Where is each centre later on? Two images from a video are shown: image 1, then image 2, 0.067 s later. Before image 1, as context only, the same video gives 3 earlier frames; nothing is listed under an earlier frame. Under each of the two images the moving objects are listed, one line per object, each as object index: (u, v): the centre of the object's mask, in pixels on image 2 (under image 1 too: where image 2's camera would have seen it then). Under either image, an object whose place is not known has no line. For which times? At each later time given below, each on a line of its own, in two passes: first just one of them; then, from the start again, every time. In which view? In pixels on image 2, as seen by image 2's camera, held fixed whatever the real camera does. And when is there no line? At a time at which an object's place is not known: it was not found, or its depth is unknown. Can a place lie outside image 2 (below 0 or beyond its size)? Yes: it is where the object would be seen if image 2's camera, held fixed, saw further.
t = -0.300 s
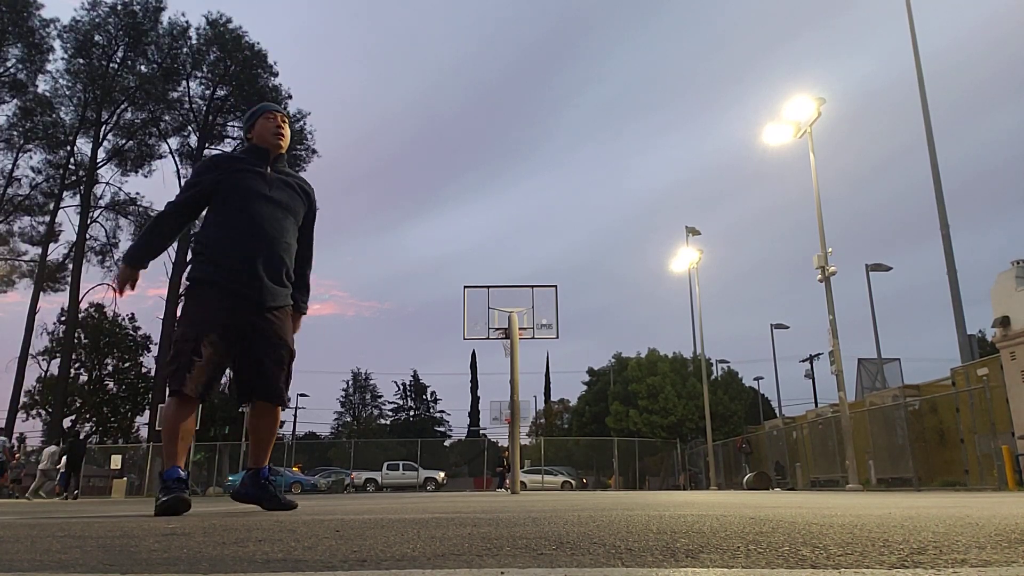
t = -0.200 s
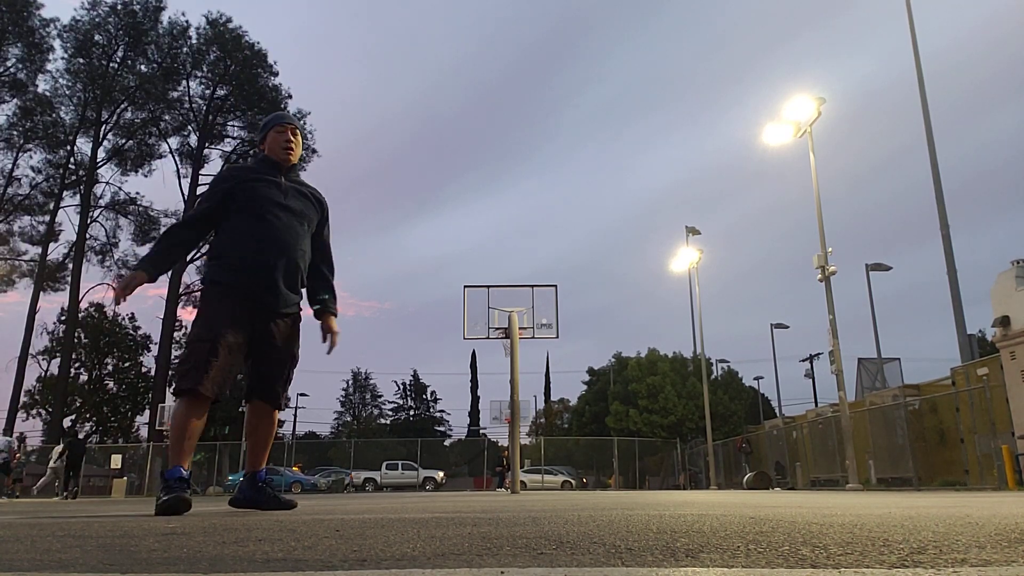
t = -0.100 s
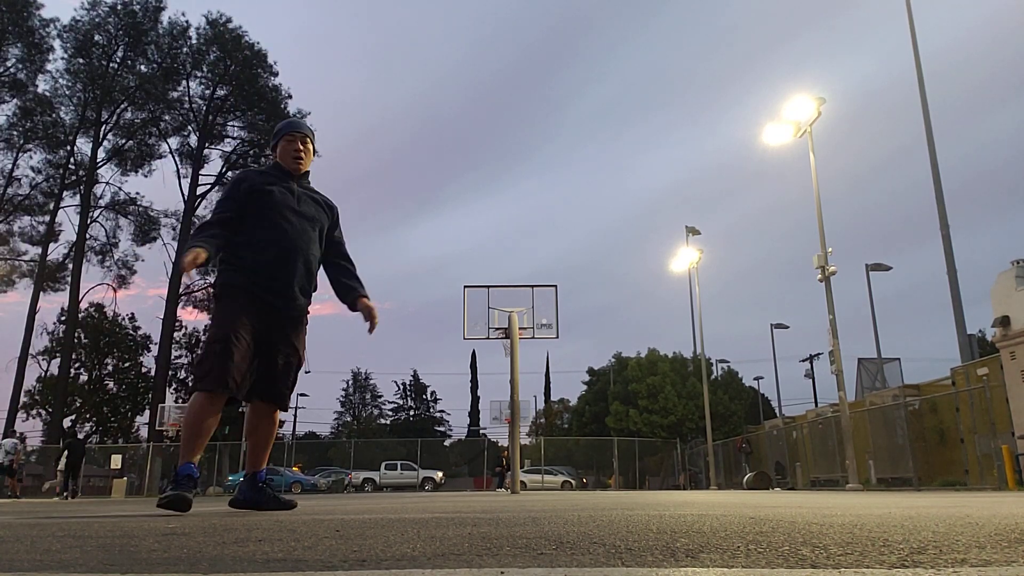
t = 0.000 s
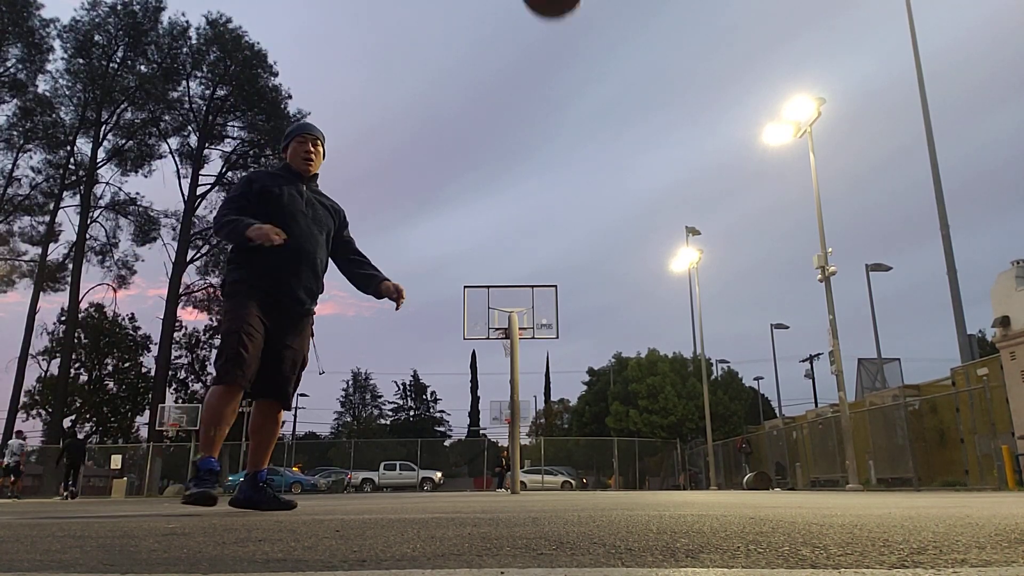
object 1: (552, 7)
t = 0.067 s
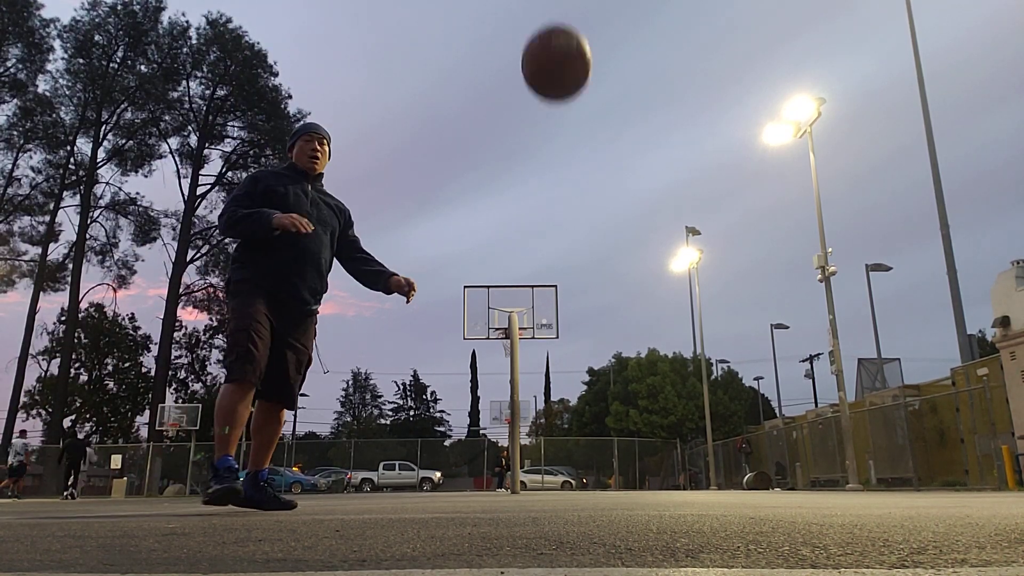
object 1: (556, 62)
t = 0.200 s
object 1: (567, 289)
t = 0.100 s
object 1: (559, 111)
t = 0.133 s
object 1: (562, 164)
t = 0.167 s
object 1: (564, 224)
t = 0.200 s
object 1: (567, 289)
